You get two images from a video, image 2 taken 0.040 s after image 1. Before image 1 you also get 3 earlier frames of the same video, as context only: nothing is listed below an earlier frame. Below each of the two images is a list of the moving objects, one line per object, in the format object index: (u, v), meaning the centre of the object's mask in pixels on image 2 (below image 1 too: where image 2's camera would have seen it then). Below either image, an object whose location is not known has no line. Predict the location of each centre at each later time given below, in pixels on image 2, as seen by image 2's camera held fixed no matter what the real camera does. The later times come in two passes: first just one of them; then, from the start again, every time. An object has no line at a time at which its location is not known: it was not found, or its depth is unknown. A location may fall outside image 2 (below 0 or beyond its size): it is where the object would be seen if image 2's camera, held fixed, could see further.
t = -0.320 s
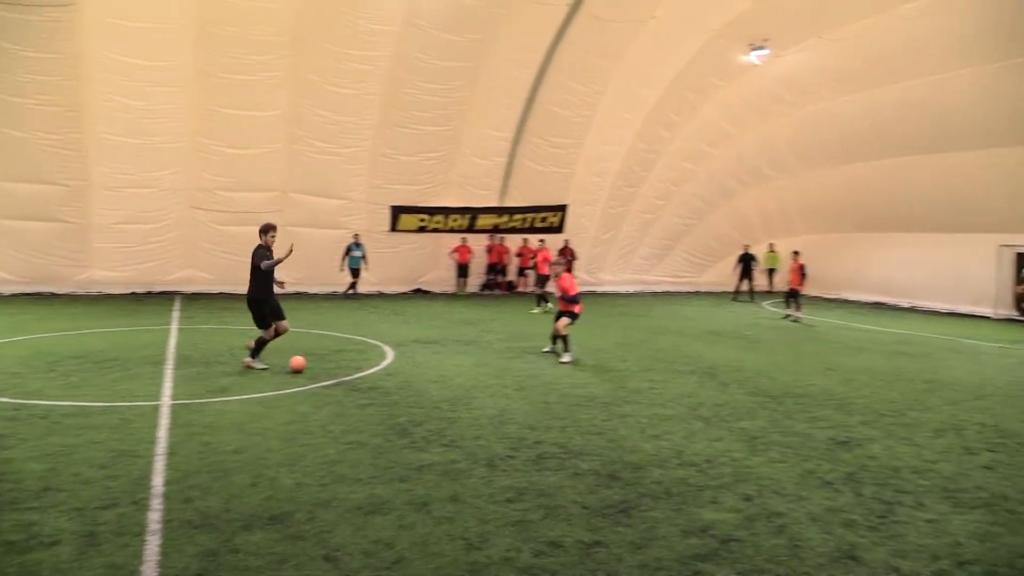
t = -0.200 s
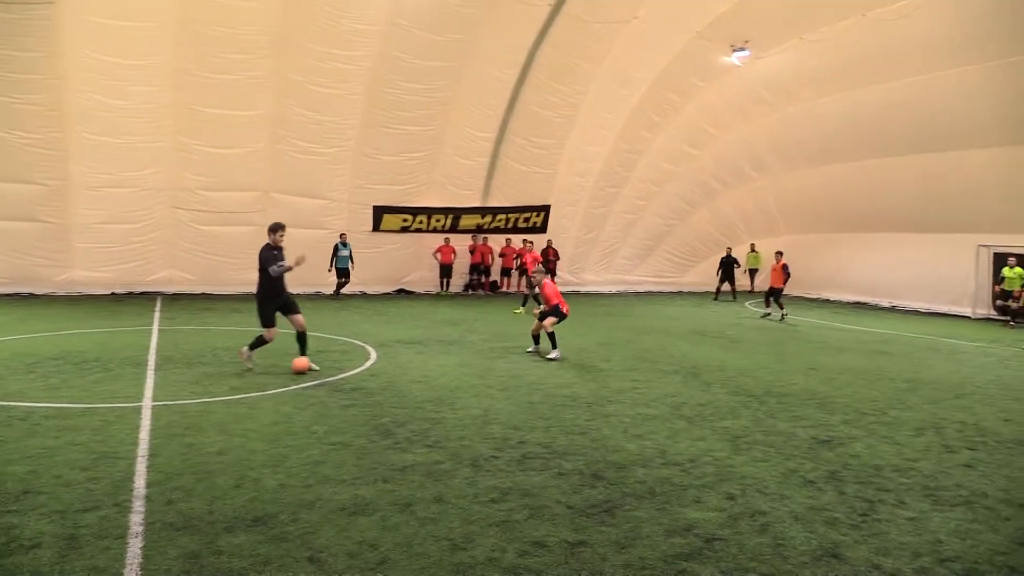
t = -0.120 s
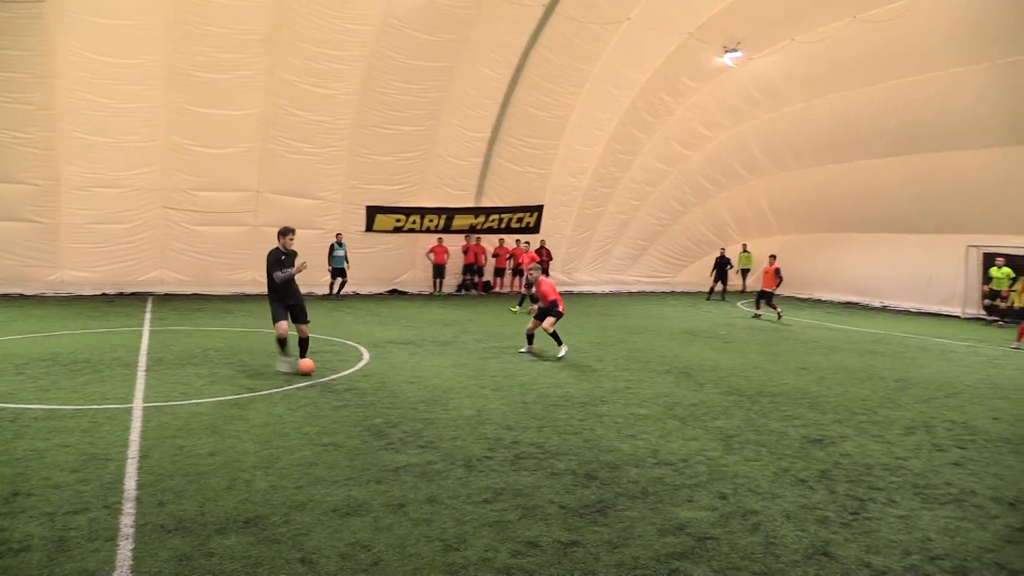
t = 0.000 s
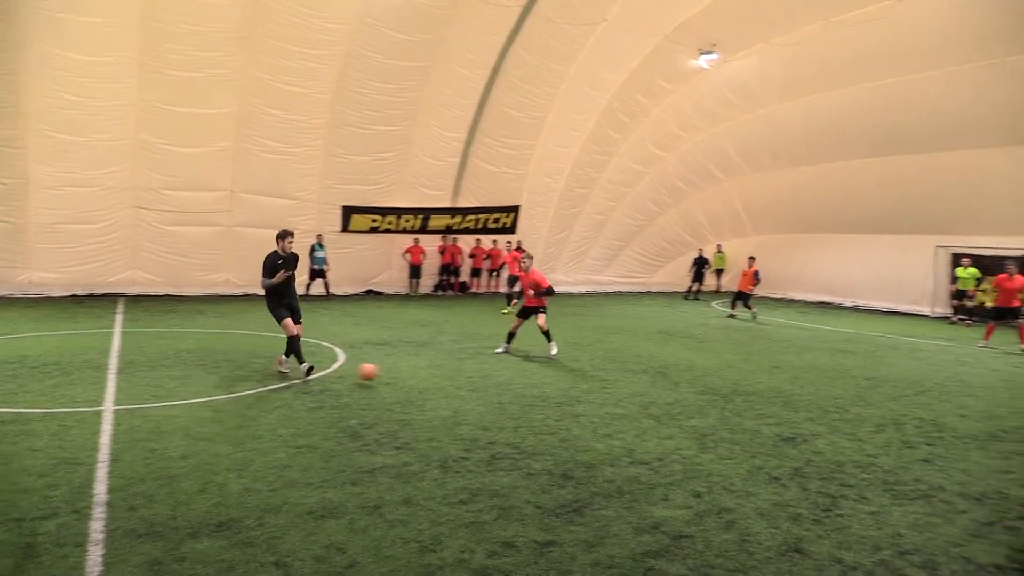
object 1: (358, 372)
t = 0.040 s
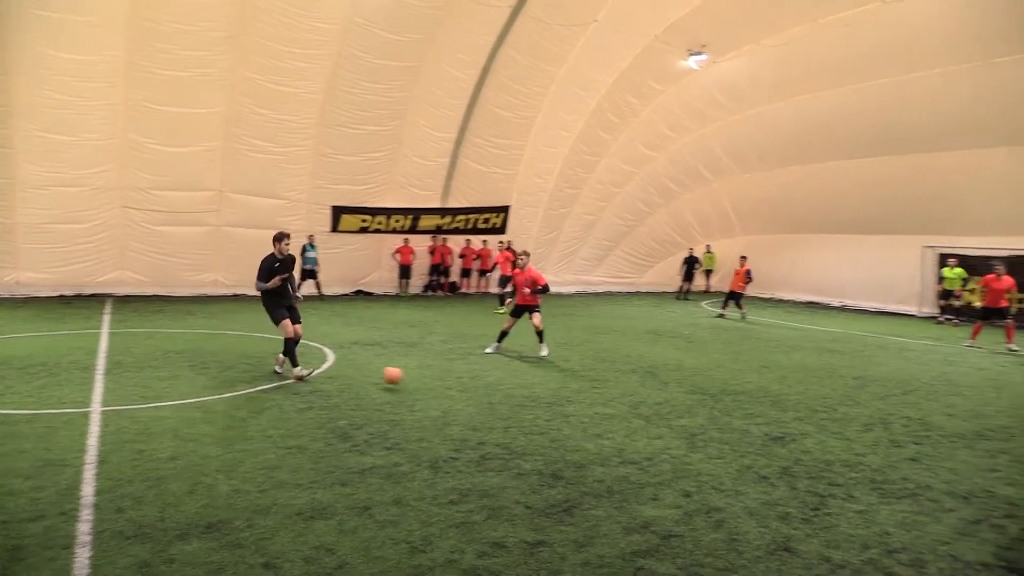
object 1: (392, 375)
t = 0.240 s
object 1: (565, 394)
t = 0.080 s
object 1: (429, 381)
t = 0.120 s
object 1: (464, 387)
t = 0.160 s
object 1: (498, 388)
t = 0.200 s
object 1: (531, 389)
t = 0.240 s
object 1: (565, 394)
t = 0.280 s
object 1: (600, 399)
